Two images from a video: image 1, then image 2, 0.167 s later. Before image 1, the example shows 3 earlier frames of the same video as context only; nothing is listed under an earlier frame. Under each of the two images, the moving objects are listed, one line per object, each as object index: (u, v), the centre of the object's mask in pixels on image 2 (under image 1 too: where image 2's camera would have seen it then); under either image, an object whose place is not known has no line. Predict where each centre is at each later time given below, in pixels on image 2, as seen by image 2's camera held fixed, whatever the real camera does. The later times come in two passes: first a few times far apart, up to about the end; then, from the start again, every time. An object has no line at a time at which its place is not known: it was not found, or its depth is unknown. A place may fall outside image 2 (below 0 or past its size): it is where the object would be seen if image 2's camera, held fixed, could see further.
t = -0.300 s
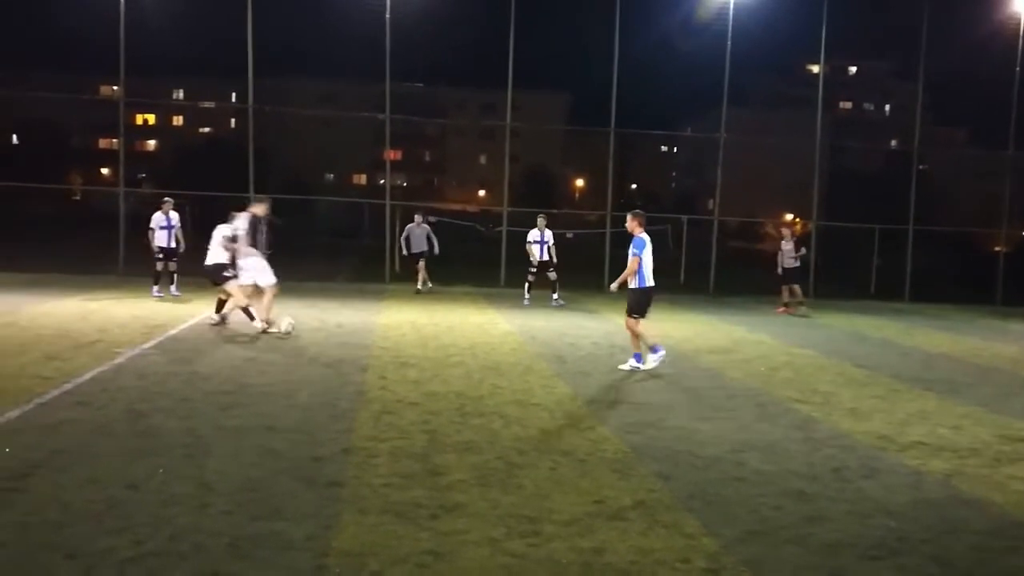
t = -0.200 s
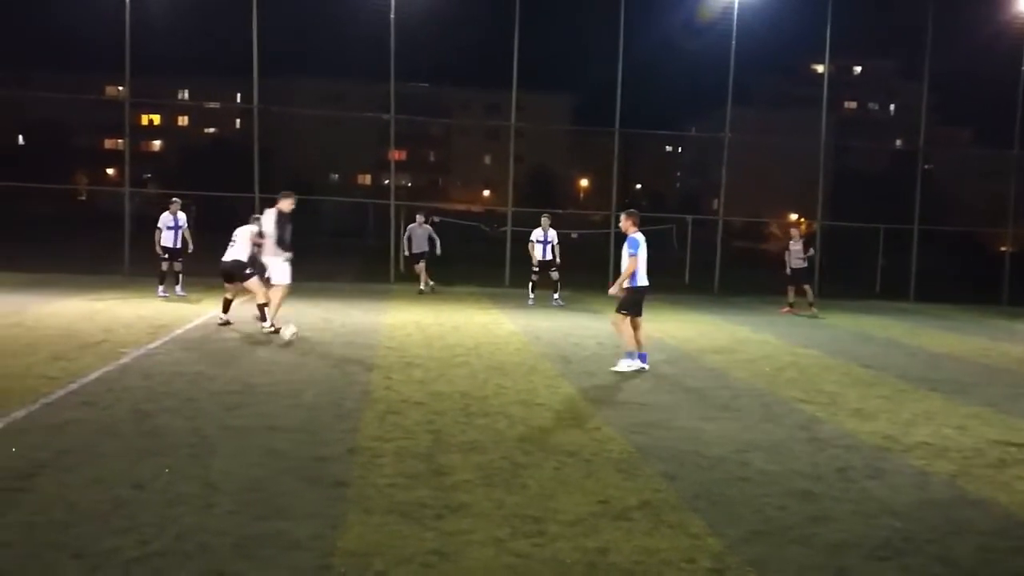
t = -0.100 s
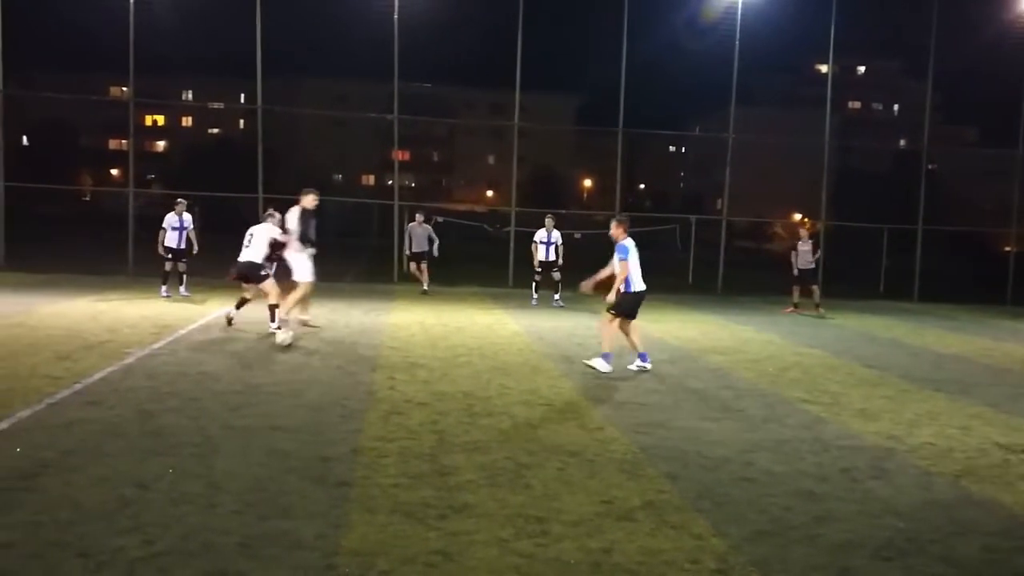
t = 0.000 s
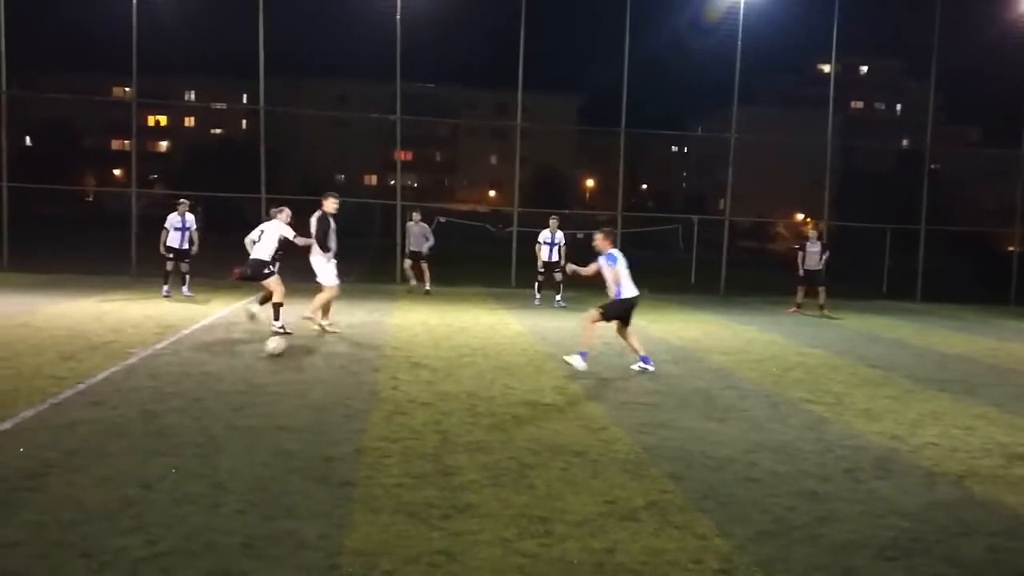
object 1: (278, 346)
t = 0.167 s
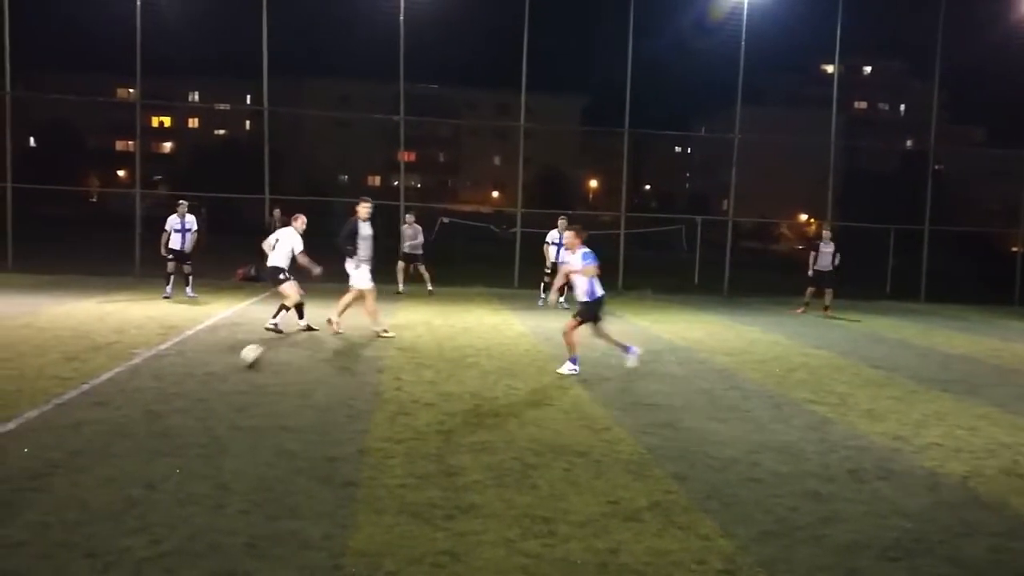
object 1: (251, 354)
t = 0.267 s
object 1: (232, 360)
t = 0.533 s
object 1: (170, 379)
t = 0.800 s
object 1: (90, 402)
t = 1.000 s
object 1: (13, 422)
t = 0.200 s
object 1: (245, 358)
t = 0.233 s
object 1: (238, 359)
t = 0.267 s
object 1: (232, 360)
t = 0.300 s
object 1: (225, 363)
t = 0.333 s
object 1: (217, 366)
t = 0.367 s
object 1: (210, 367)
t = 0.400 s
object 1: (203, 369)
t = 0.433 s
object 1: (194, 371)
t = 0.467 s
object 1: (186, 375)
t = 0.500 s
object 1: (178, 377)
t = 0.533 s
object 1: (170, 379)
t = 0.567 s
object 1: (160, 382)
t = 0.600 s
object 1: (150, 385)
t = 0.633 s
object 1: (141, 387)
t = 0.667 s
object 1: (132, 390)
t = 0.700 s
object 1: (121, 394)
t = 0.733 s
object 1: (111, 397)
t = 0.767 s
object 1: (102, 399)
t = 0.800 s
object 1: (90, 402)
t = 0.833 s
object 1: (77, 406)
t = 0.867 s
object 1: (66, 411)
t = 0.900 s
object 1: (54, 414)
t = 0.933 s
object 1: (40, 418)
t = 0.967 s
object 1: (28, 422)
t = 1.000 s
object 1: (13, 422)
